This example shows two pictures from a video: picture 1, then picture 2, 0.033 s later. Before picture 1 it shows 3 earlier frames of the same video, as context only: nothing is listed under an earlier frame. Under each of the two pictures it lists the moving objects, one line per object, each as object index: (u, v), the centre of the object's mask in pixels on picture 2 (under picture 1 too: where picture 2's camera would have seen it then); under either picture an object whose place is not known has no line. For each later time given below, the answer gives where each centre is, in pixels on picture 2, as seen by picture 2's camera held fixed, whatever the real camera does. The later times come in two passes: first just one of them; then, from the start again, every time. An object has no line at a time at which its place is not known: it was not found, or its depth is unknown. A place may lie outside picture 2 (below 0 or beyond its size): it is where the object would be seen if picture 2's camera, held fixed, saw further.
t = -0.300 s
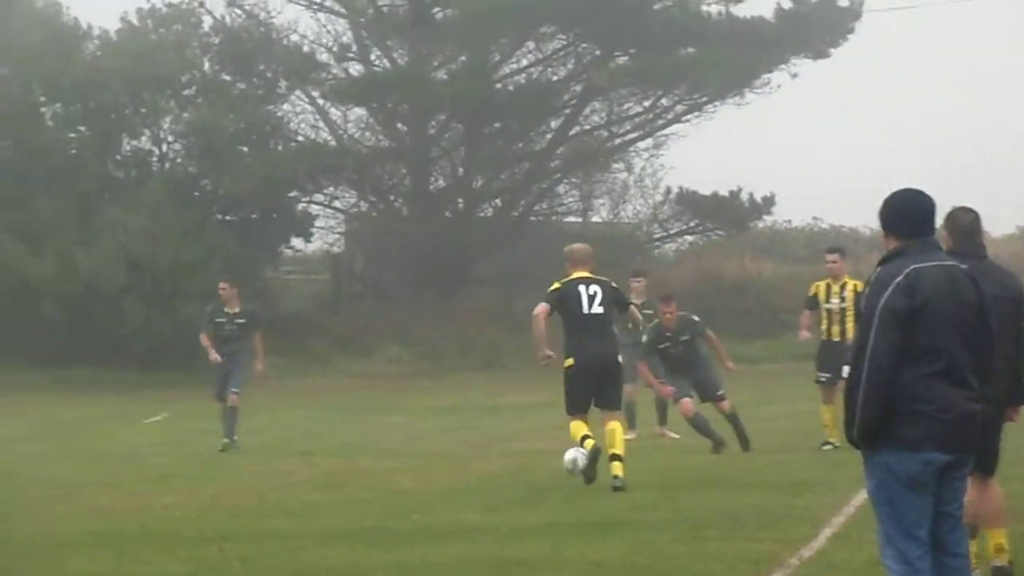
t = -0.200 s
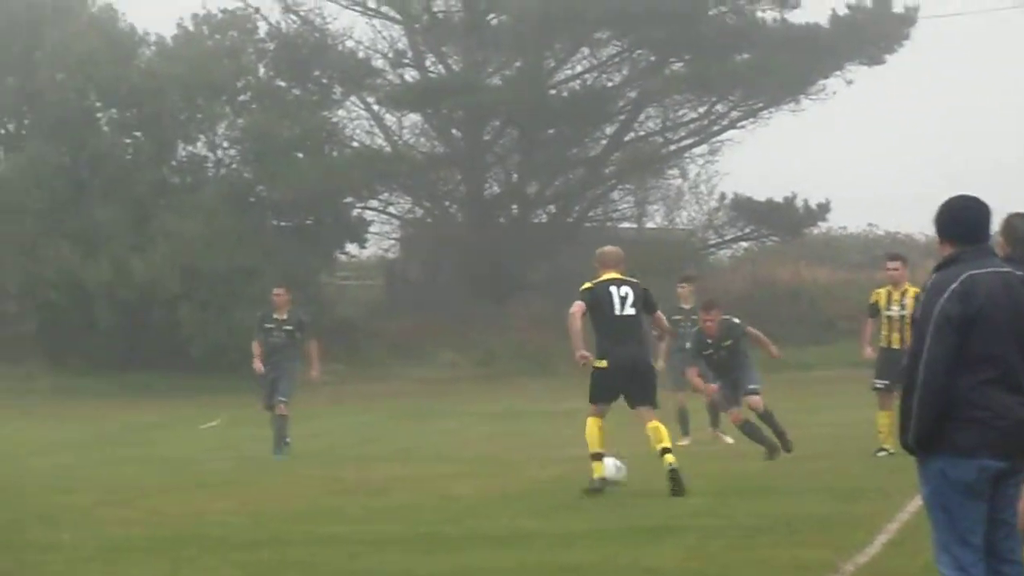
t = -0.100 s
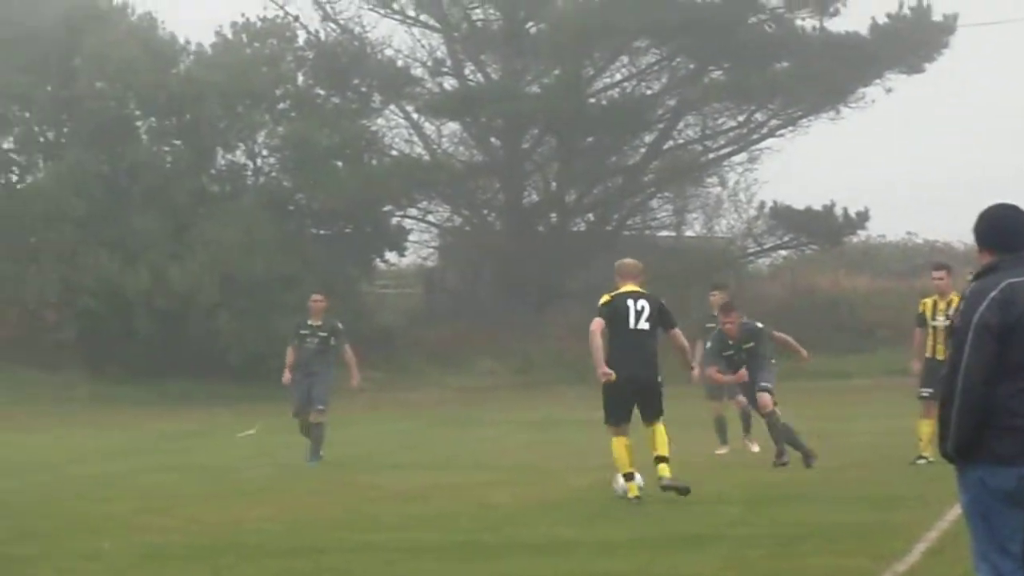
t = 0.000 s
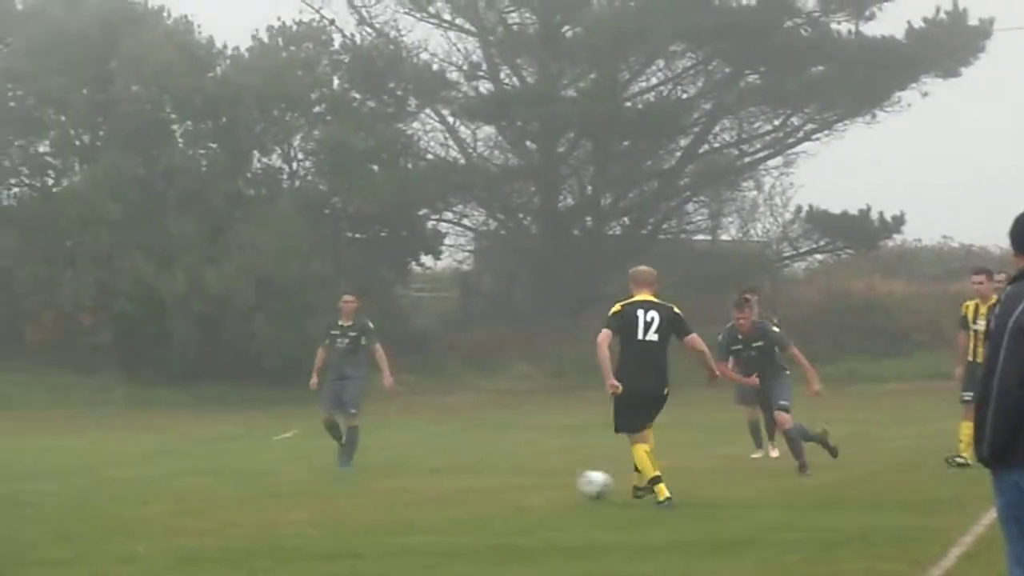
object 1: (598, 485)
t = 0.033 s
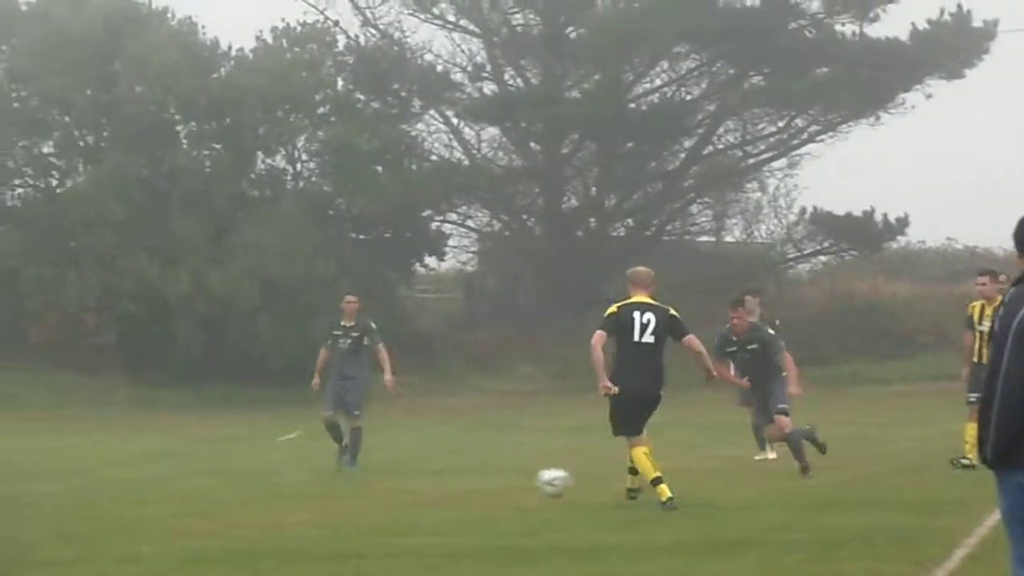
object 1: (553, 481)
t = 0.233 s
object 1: (297, 493)
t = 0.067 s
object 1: (507, 479)
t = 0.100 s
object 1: (465, 479)
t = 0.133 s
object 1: (422, 481)
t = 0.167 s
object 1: (380, 483)
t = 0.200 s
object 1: (338, 486)
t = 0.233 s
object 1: (297, 493)
